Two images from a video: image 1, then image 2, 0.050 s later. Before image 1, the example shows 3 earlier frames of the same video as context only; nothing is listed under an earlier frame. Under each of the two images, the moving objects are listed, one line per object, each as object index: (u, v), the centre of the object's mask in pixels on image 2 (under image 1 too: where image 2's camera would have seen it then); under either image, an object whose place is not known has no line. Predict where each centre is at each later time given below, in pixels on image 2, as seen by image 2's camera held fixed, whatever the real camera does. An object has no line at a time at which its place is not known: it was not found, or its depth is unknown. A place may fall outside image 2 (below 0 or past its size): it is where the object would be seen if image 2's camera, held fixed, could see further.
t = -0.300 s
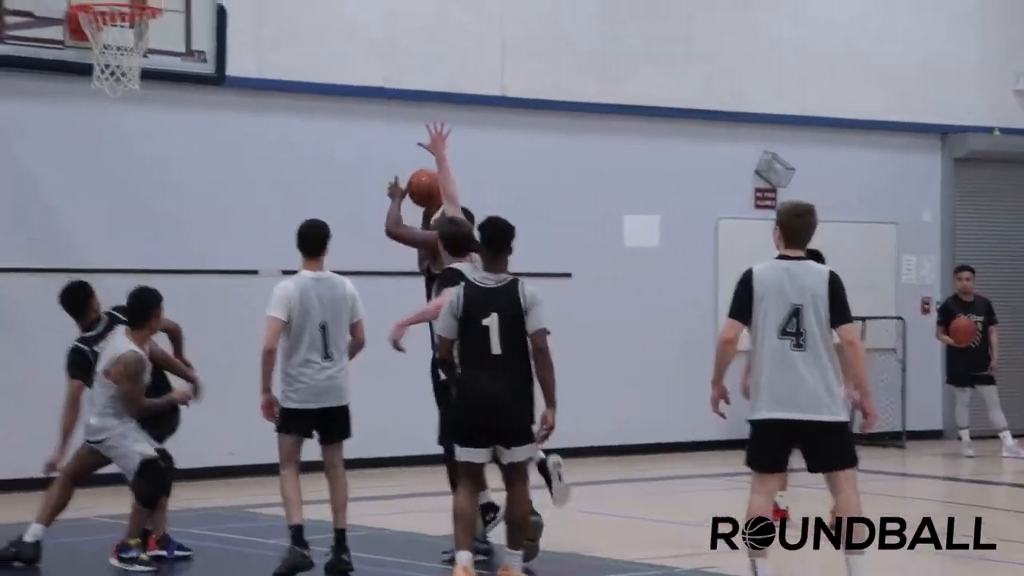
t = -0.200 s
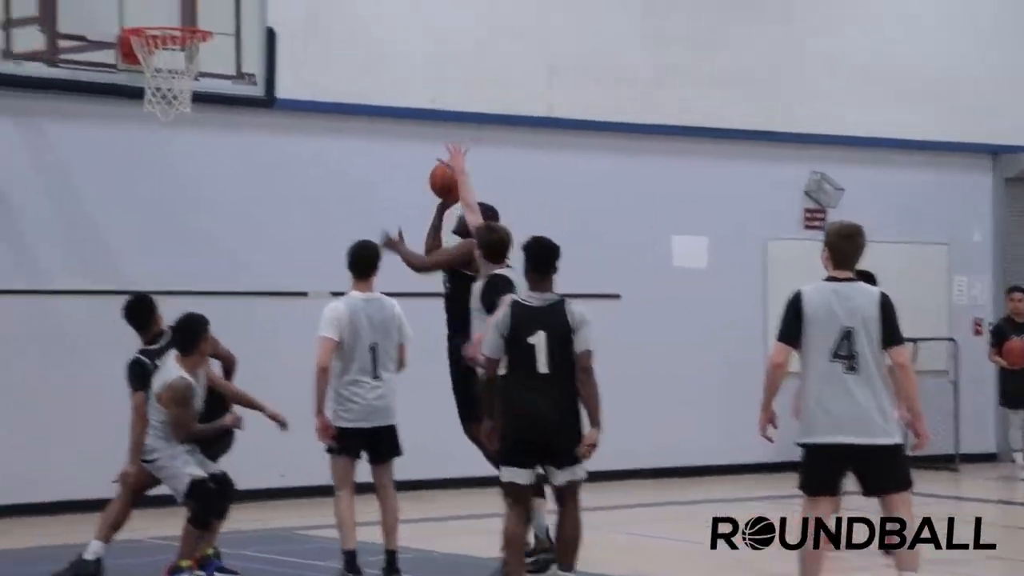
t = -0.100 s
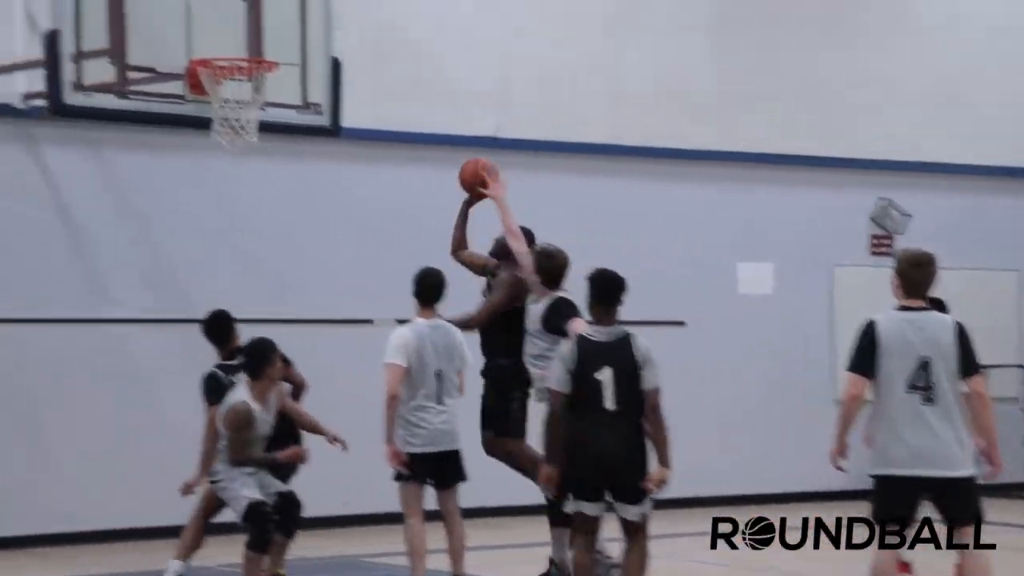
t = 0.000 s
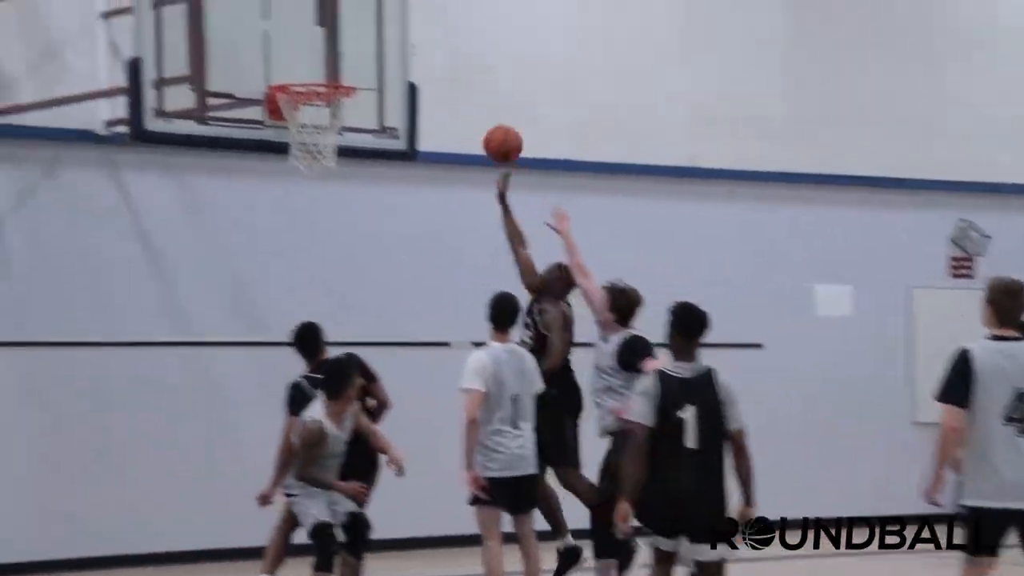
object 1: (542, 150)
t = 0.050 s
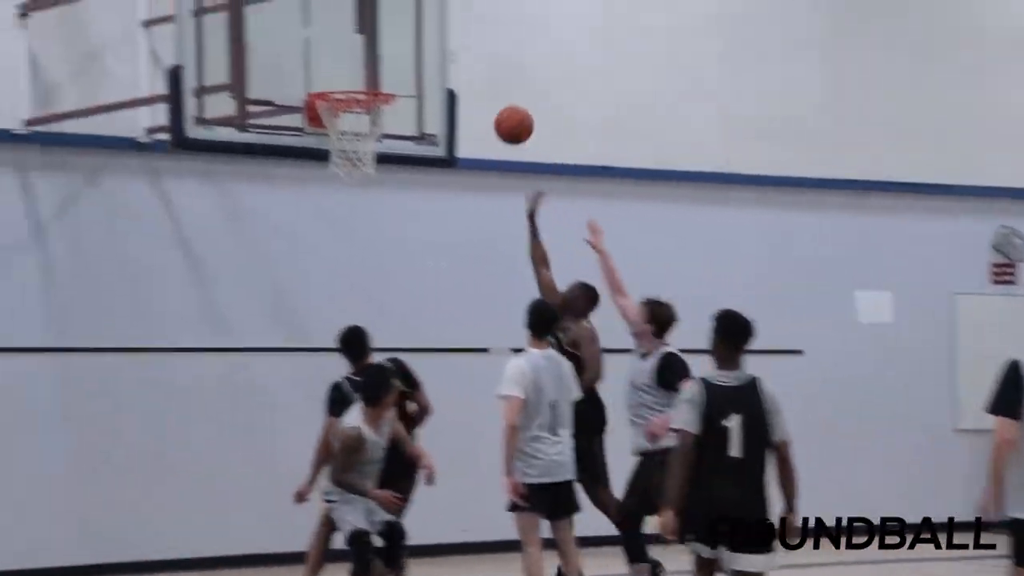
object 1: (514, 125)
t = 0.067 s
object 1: (504, 117)
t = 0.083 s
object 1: (495, 110)
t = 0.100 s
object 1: (486, 104)
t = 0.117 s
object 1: (477, 98)
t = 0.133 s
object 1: (468, 92)
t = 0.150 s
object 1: (458, 87)
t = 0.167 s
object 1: (449, 81)
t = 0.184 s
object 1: (441, 77)
